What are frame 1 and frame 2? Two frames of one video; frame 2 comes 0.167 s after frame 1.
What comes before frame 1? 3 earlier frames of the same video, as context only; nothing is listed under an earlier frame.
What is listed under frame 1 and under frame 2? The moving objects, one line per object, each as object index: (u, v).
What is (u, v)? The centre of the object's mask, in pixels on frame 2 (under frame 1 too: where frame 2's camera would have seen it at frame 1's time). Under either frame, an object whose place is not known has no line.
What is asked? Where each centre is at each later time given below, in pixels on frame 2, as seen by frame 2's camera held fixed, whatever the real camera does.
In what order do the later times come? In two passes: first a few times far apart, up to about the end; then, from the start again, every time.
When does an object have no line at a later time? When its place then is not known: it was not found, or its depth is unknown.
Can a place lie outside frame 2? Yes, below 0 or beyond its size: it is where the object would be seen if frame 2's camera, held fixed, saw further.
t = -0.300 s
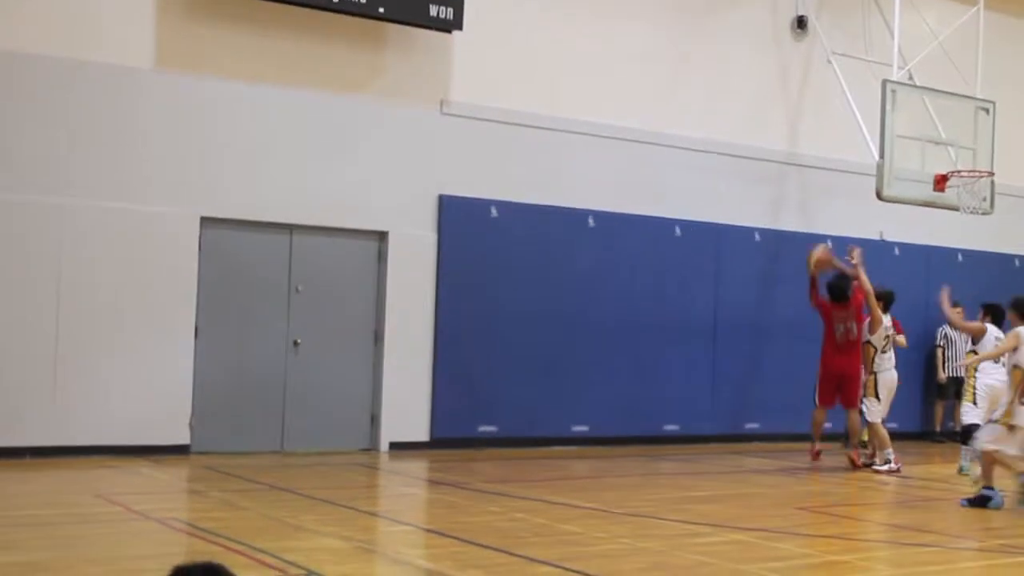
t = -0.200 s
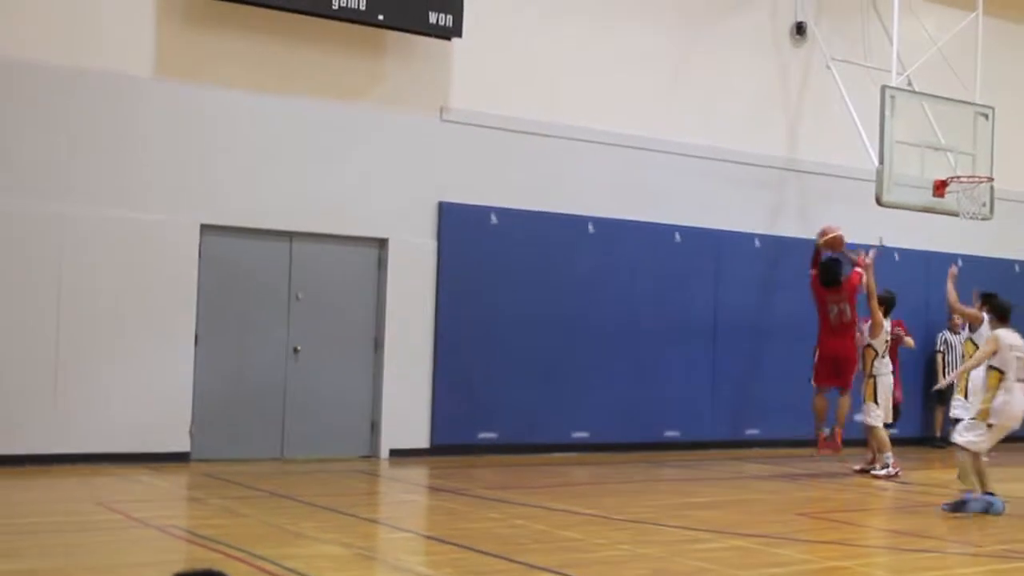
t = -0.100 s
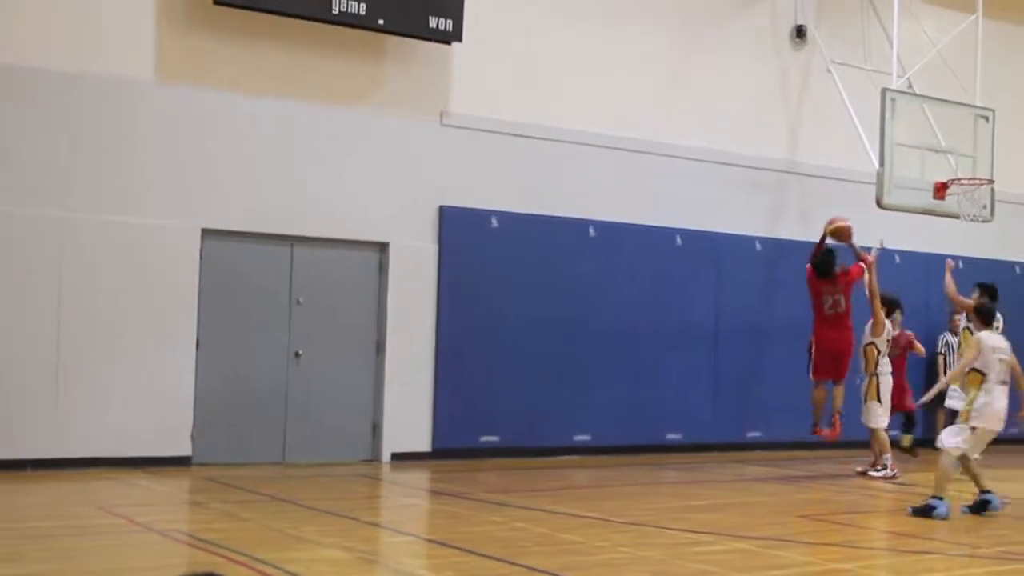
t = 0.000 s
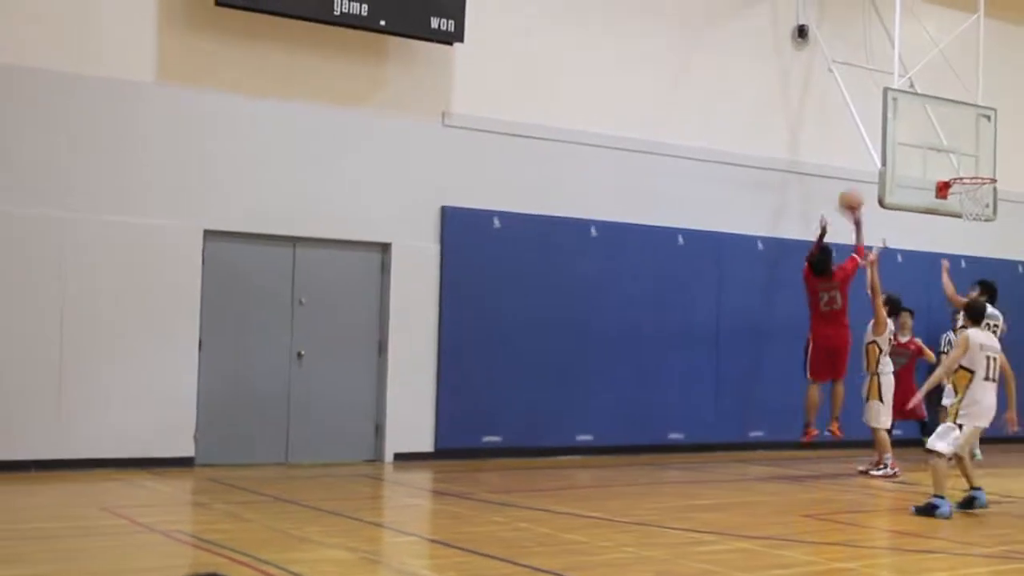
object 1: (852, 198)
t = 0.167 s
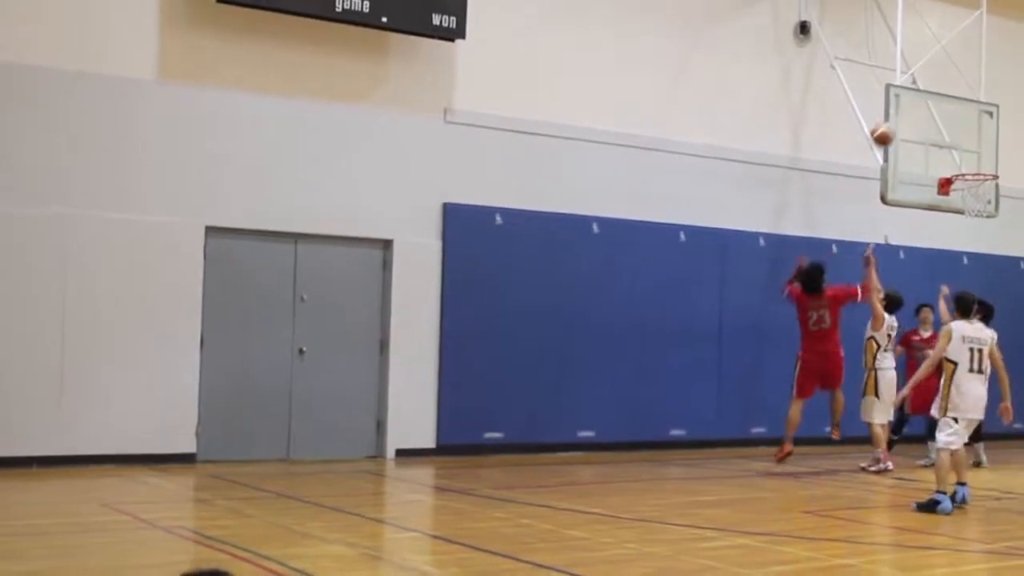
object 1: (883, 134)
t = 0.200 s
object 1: (887, 128)
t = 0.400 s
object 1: (920, 97)
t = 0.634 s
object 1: (954, 112)
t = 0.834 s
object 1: (981, 164)
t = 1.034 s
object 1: (975, 126)
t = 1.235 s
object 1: (966, 111)
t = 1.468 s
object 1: (953, 142)
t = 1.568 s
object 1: (948, 169)
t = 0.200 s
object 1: (887, 128)
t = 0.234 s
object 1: (894, 118)
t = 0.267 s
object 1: (899, 113)
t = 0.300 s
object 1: (905, 108)
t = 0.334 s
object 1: (909, 103)
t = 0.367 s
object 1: (914, 100)
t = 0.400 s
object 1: (920, 97)
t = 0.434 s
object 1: (925, 96)
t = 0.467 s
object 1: (929, 96)
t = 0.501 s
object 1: (934, 97)
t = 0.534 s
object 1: (939, 101)
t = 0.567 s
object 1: (944, 104)
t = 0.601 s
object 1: (950, 107)
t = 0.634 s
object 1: (954, 112)
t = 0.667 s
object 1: (959, 119)
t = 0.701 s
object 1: (964, 126)
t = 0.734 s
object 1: (969, 135)
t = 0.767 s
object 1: (973, 144)
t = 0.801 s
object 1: (977, 154)
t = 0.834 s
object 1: (981, 164)
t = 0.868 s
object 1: (982, 164)
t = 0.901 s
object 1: (981, 155)
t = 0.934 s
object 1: (979, 146)
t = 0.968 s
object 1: (978, 138)
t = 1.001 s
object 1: (977, 132)
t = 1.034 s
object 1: (975, 126)
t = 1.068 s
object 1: (974, 120)
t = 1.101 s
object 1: (972, 116)
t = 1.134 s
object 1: (971, 114)
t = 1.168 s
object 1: (969, 112)
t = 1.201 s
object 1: (968, 111)
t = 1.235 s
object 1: (966, 111)
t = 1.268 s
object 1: (964, 112)
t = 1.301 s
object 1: (962, 115)
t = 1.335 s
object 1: (960, 118)
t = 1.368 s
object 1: (959, 123)
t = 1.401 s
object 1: (957, 128)
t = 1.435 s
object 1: (955, 135)
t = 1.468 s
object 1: (953, 142)
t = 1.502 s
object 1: (951, 150)
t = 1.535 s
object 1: (950, 157)
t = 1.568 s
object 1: (948, 169)
